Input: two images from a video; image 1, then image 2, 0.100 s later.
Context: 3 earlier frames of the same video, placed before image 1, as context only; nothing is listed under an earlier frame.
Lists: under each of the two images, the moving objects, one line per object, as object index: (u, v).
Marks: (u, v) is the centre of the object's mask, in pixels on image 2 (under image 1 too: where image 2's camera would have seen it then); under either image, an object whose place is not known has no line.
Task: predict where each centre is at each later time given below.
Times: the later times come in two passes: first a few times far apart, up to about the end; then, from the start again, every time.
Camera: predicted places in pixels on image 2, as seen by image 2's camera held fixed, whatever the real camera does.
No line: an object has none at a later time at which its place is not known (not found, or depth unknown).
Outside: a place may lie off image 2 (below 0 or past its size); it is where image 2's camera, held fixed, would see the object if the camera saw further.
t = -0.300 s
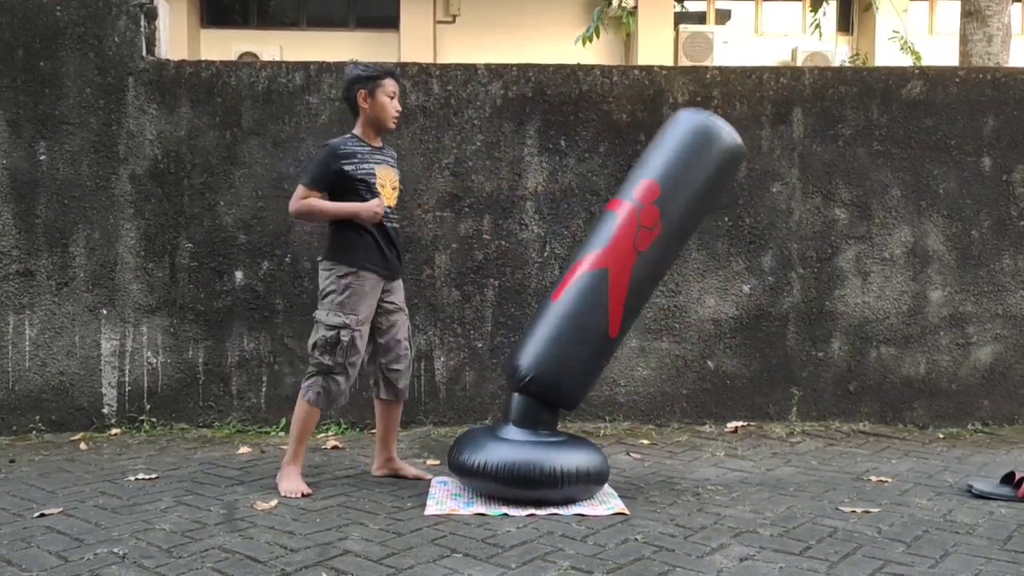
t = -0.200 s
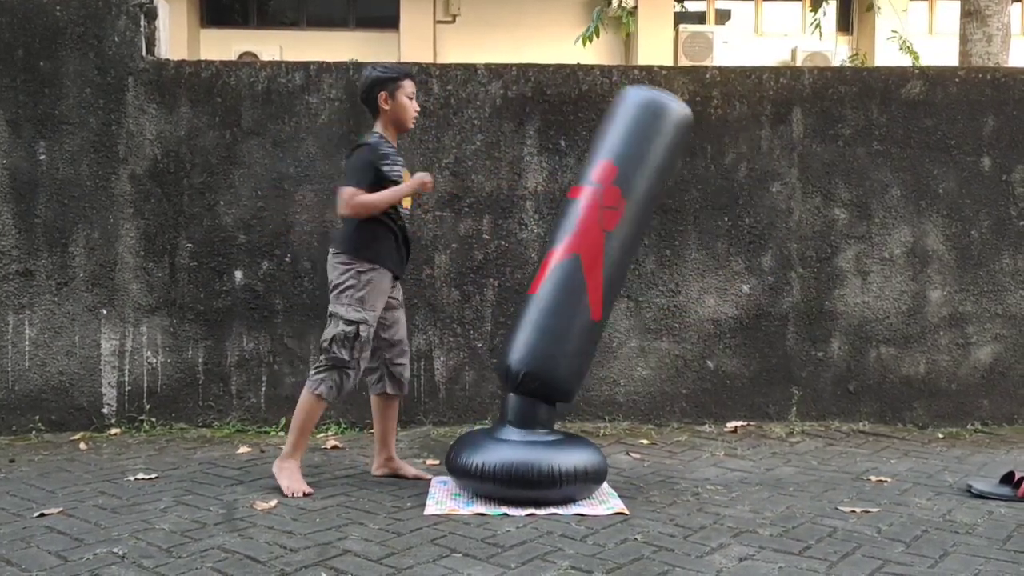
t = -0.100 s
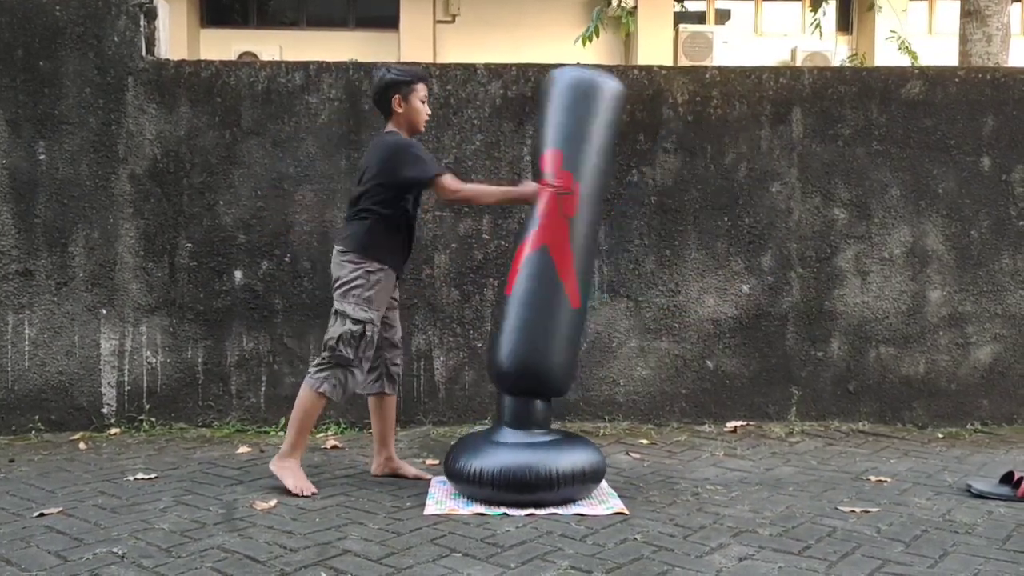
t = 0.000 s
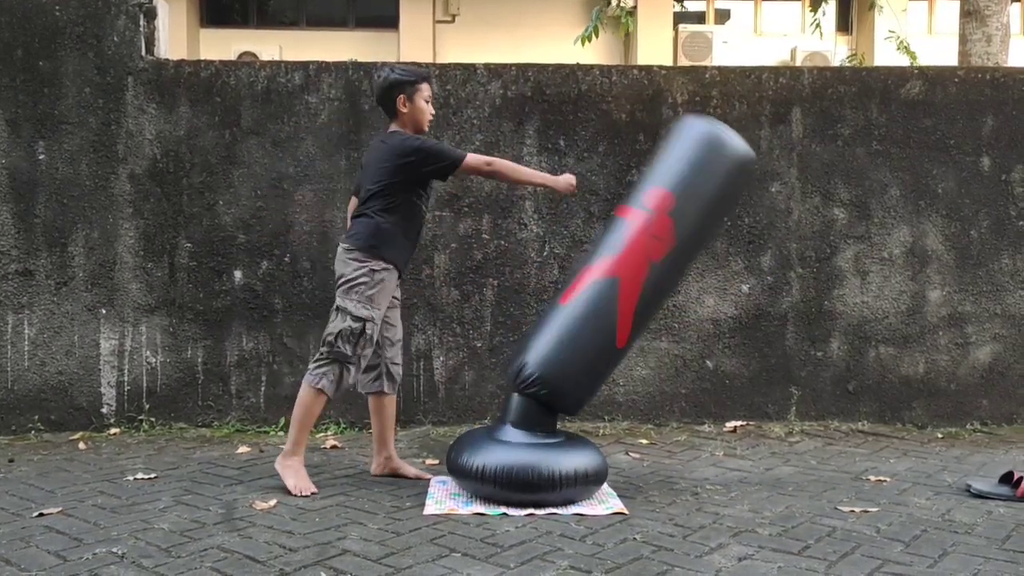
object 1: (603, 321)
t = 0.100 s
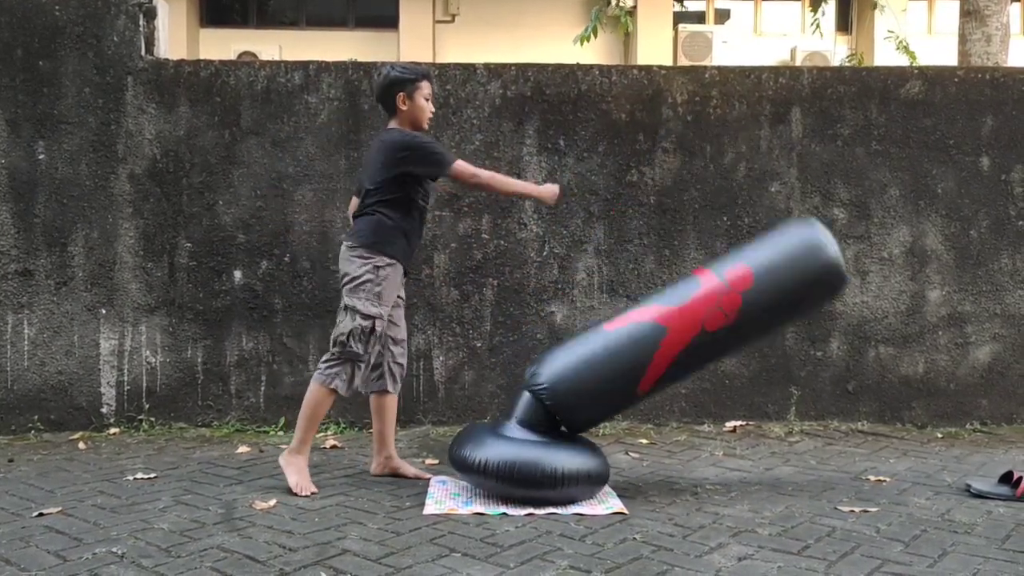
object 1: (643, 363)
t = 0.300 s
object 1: (652, 376)
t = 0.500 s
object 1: (600, 318)
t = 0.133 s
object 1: (650, 373)
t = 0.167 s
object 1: (655, 380)
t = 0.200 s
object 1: (657, 384)
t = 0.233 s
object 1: (657, 384)
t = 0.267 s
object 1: (656, 380)
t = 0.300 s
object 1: (652, 376)
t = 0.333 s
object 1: (646, 369)
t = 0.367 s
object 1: (640, 360)
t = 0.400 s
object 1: (633, 350)
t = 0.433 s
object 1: (623, 339)
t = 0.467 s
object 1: (613, 328)
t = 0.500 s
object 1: (600, 318)
